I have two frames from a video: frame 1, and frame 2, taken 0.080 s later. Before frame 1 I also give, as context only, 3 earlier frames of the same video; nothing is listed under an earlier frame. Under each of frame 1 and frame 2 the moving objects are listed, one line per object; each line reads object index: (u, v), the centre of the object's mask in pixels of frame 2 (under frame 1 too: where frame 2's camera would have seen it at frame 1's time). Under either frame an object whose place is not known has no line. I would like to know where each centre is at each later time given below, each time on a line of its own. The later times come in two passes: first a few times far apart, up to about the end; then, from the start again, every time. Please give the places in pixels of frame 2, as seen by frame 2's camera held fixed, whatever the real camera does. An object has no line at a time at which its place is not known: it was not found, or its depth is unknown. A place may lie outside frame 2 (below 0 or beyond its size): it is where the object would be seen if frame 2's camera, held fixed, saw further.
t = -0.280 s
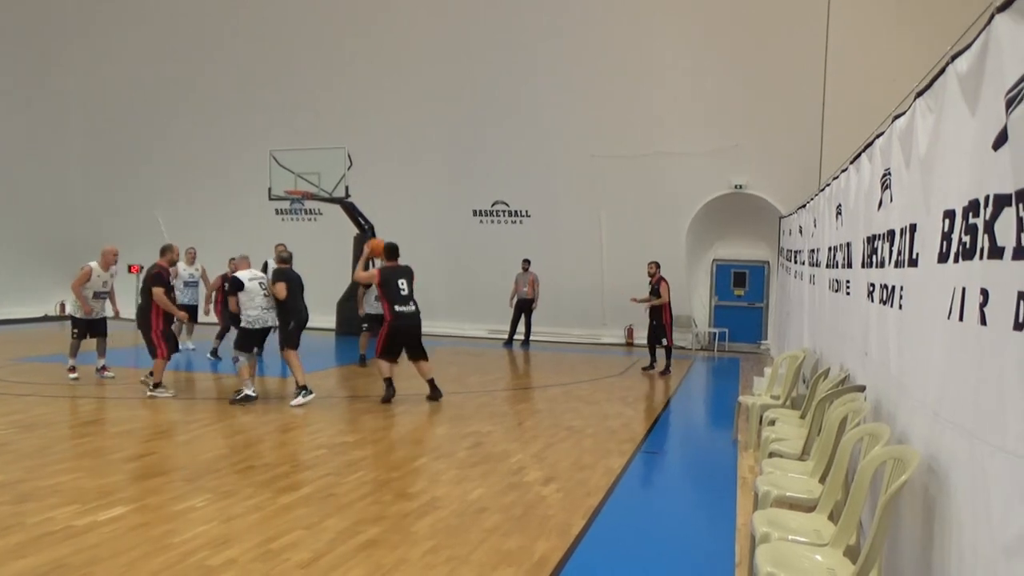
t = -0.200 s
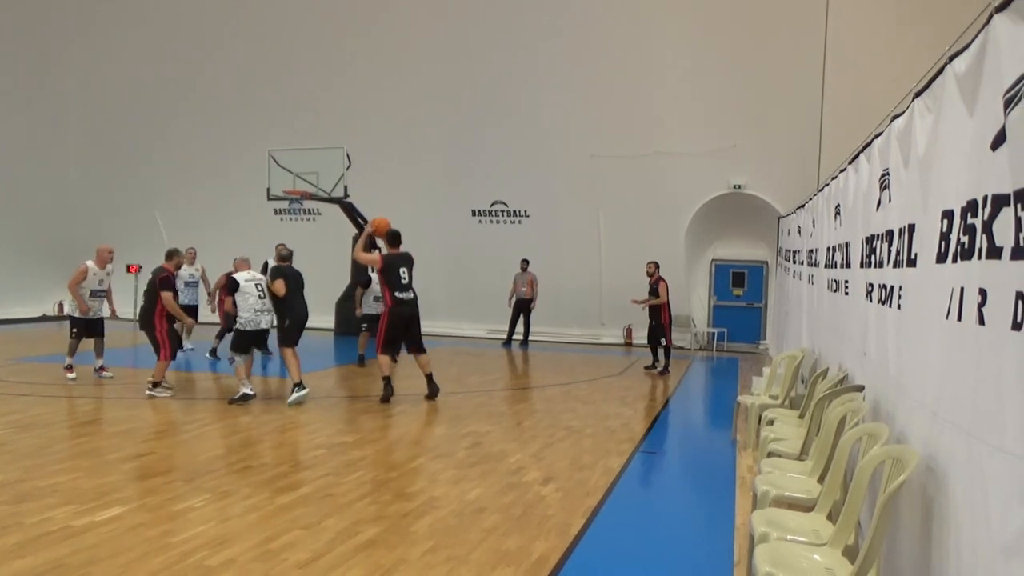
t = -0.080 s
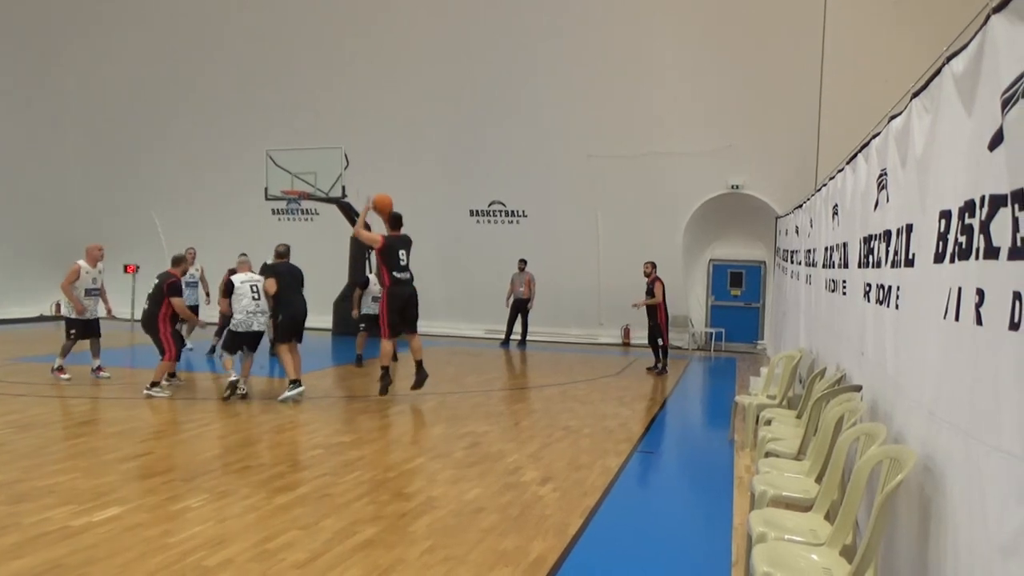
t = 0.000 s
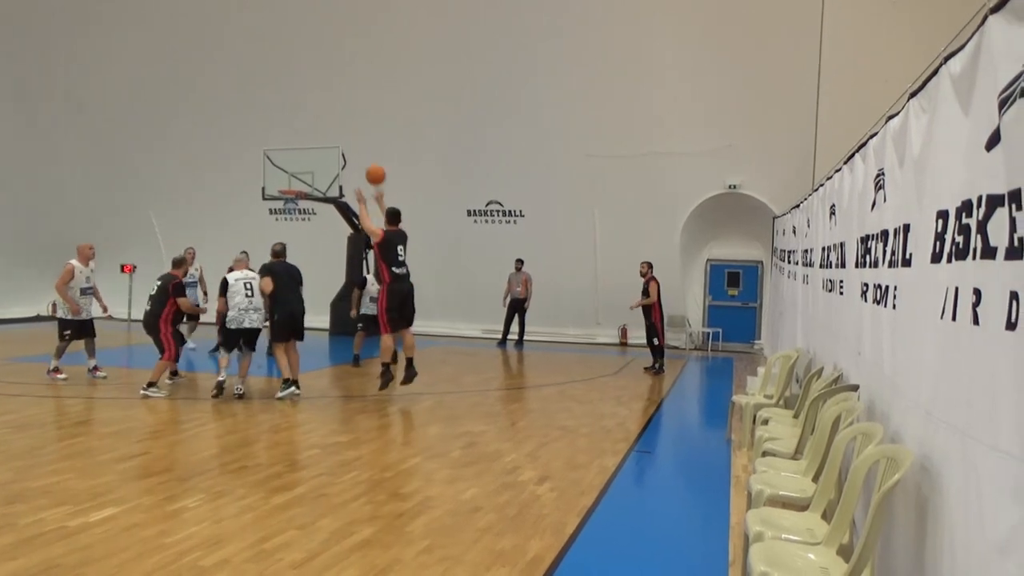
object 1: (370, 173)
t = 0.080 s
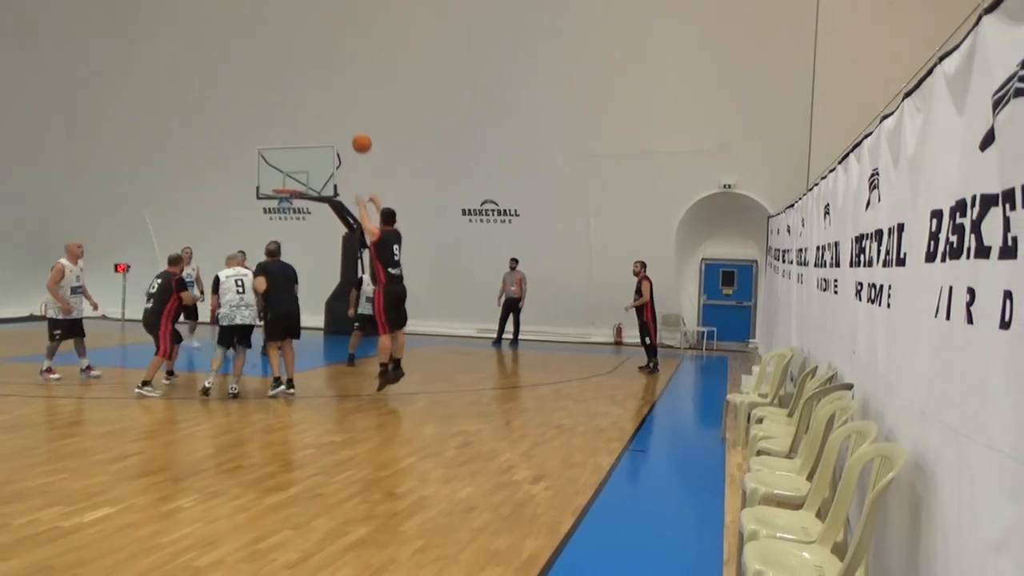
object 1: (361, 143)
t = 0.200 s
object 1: (350, 110)
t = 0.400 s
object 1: (334, 84)
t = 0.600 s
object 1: (321, 85)
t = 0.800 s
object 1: (310, 108)
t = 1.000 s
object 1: (300, 147)
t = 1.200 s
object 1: (288, 176)
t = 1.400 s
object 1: (266, 138)
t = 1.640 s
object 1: (238, 119)
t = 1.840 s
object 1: (216, 125)
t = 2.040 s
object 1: (192, 150)
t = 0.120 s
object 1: (358, 131)
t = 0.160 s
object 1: (354, 119)
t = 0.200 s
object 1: (350, 110)
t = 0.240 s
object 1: (346, 103)
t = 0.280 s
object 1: (343, 96)
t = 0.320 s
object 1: (340, 91)
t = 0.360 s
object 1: (337, 87)
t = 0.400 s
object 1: (334, 84)
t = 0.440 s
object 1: (331, 82)
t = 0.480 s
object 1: (328, 81)
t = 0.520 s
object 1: (326, 82)
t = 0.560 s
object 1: (323, 83)
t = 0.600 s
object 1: (321, 85)
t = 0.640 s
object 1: (318, 88)
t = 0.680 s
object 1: (316, 92)
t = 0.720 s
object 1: (314, 97)
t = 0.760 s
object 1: (312, 102)
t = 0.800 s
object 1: (310, 108)
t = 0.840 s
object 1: (308, 114)
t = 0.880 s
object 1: (306, 122)
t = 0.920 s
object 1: (303, 129)
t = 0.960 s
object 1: (301, 138)
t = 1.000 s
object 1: (300, 147)
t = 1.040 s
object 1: (298, 156)
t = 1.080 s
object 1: (296, 166)
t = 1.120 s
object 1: (294, 177)
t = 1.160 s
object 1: (292, 185)
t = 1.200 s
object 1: (288, 176)
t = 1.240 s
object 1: (283, 167)
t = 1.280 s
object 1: (279, 158)
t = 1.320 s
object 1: (275, 151)
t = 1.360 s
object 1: (270, 144)
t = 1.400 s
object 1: (266, 138)
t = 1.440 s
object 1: (261, 133)
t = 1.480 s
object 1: (257, 129)
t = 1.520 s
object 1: (252, 125)
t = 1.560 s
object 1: (248, 123)
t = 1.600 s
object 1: (243, 120)
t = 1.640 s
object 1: (238, 119)
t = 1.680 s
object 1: (234, 119)
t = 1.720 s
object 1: (230, 119)
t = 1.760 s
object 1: (225, 120)
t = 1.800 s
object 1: (220, 122)
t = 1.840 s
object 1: (216, 125)
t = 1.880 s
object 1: (211, 128)
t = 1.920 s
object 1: (206, 132)
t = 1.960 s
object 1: (201, 137)
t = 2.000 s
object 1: (197, 143)
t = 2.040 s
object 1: (192, 150)
